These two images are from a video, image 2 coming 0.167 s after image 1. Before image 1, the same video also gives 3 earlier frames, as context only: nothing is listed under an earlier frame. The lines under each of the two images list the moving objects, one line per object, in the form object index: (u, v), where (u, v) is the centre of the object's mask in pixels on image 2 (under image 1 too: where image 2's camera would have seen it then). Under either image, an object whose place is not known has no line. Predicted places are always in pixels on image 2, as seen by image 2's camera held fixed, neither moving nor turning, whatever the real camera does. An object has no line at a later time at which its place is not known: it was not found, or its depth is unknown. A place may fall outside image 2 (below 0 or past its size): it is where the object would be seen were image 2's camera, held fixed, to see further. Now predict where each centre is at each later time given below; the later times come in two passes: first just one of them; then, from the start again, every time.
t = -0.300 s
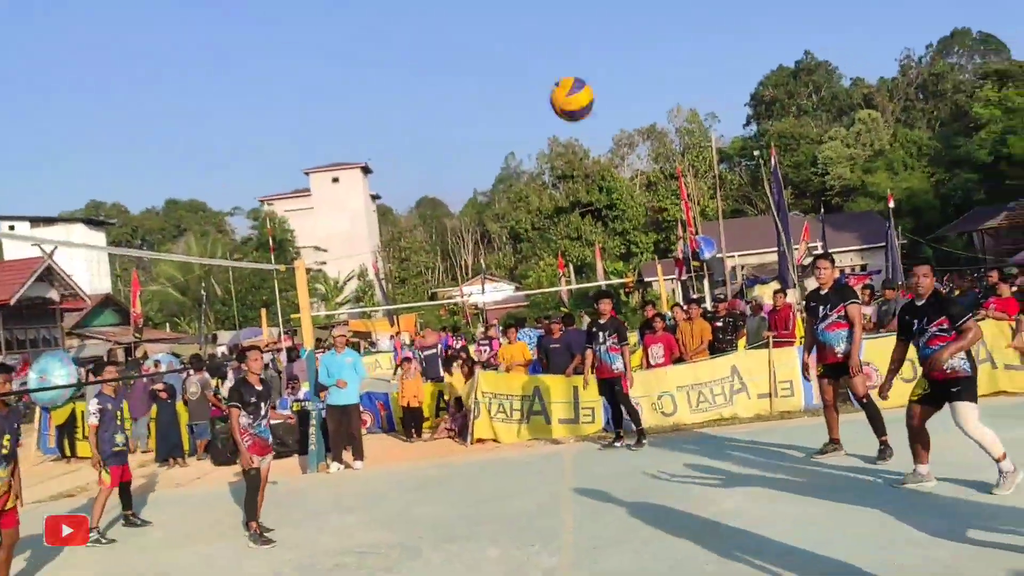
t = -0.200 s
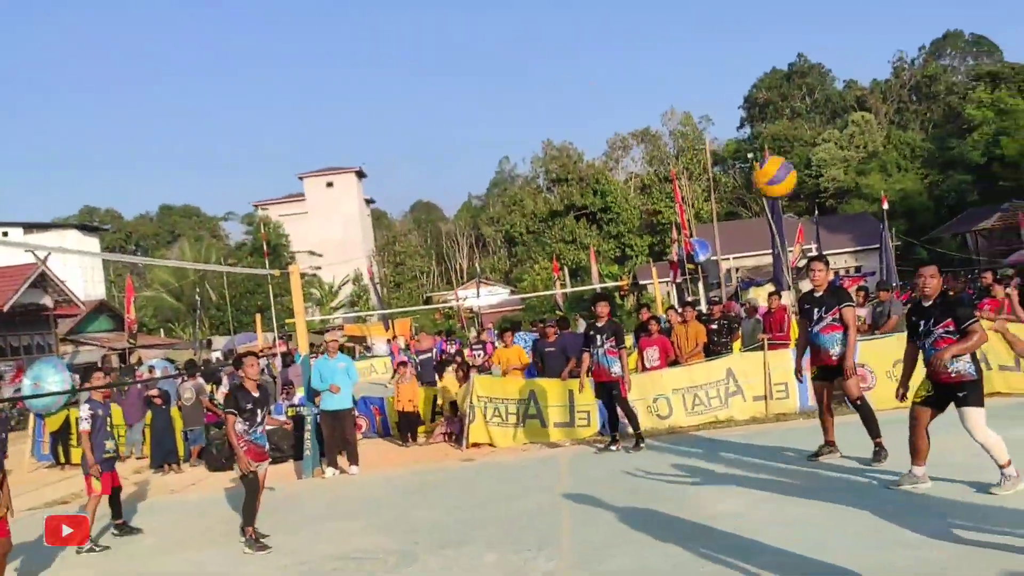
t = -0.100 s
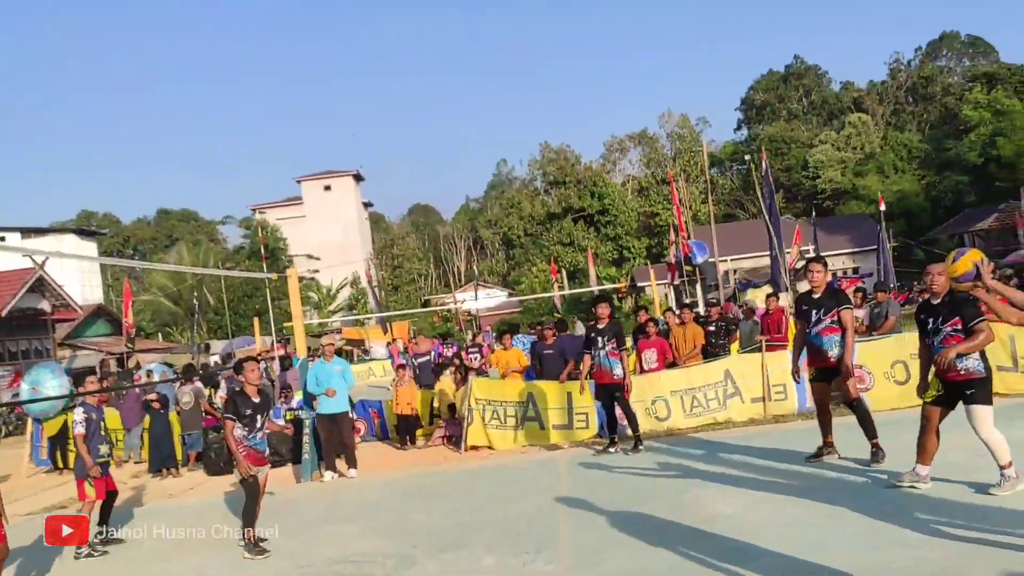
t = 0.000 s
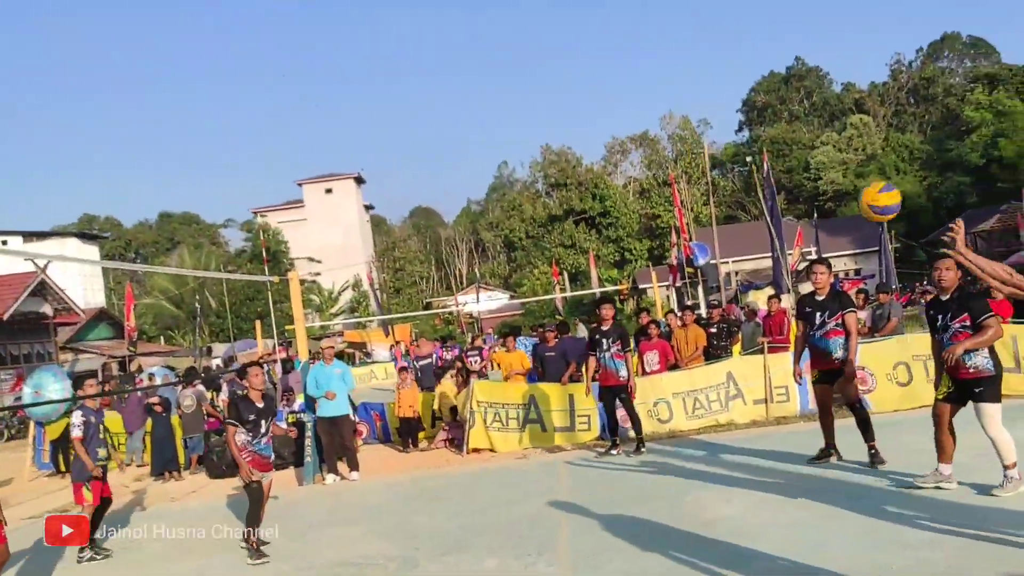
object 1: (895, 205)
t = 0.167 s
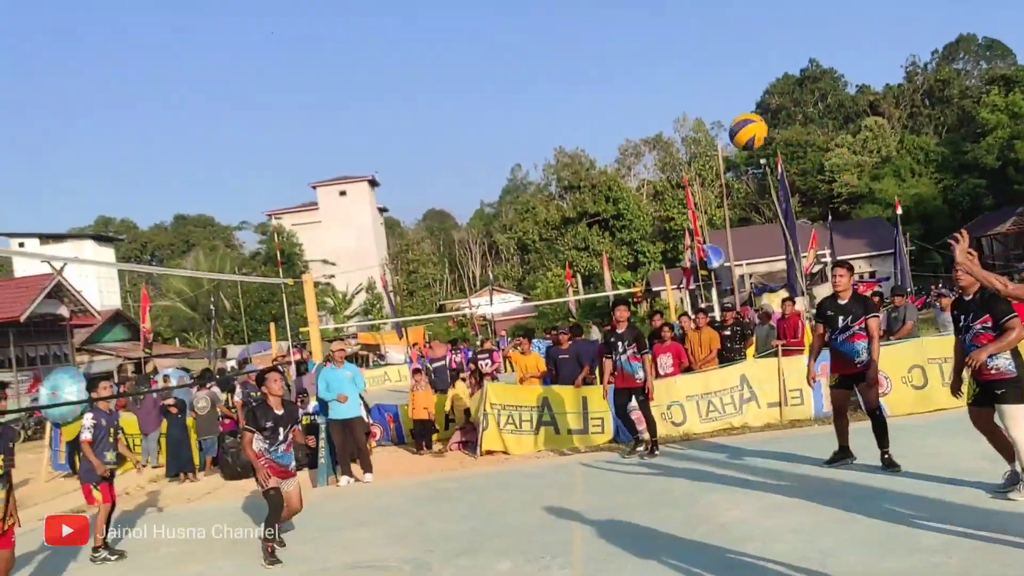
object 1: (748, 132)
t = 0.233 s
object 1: (699, 119)
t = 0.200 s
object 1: (723, 125)
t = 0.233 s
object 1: (699, 119)
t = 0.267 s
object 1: (676, 114)
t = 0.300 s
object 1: (653, 113)
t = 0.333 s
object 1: (632, 112)
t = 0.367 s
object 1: (612, 114)
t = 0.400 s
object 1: (591, 117)
